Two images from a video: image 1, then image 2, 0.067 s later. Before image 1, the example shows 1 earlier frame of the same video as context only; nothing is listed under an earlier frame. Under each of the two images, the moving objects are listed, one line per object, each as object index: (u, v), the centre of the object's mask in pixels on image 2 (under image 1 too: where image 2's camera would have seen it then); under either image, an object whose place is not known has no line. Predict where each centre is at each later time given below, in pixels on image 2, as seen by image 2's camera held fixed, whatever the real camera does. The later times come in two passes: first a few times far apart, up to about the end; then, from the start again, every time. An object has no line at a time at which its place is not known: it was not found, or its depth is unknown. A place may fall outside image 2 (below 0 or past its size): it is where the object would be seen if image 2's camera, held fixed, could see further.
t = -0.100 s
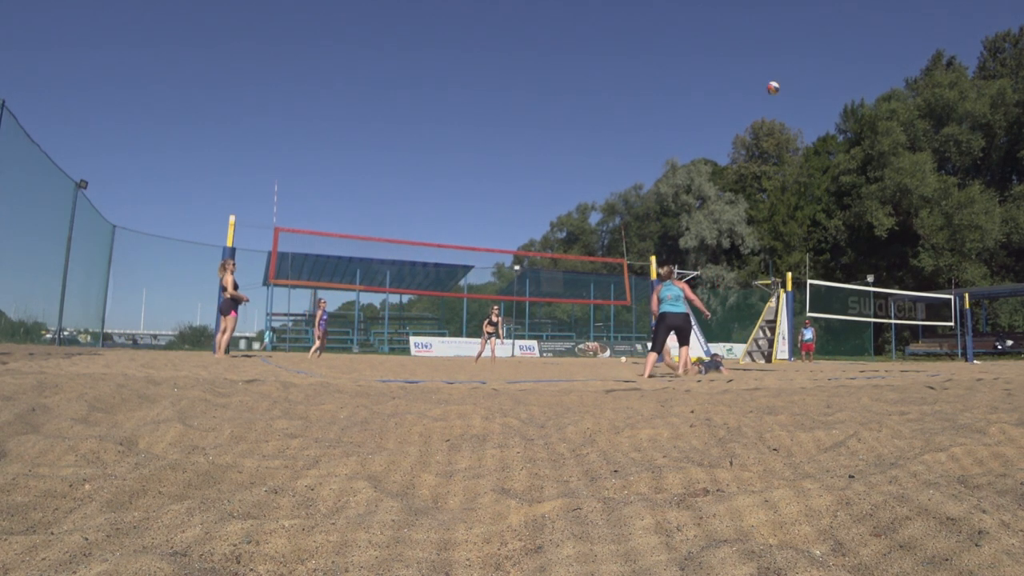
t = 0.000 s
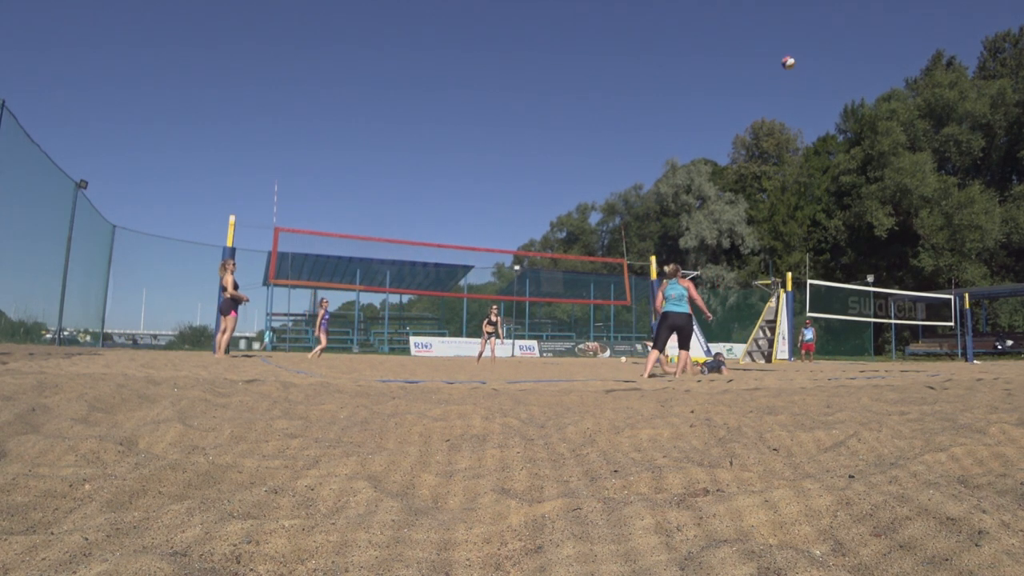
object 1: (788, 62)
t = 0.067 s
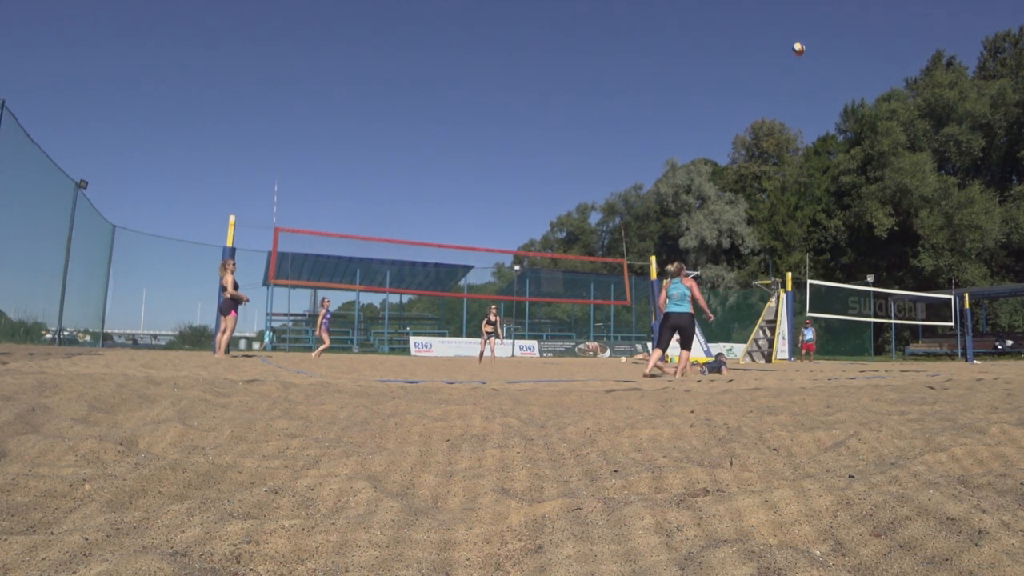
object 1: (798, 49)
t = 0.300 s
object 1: (836, 19)
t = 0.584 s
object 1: (885, 20)
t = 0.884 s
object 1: (944, 67)
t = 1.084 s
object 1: (987, 130)
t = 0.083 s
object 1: (801, 45)
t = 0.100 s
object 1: (804, 43)
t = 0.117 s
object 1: (806, 40)
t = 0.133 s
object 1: (809, 37)
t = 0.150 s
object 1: (811, 35)
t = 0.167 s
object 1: (814, 32)
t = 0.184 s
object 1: (817, 30)
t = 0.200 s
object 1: (819, 28)
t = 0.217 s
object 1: (822, 27)
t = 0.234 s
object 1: (825, 25)
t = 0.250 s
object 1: (827, 23)
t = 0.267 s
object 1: (830, 21)
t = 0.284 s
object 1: (833, 20)
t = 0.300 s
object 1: (836, 19)
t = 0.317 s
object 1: (838, 18)
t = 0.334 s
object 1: (841, 17)
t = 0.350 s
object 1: (844, 16)
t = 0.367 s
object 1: (847, 15)
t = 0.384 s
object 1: (849, 15)
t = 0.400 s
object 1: (852, 14)
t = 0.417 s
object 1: (855, 14)
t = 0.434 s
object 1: (858, 14)
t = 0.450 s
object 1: (861, 14)
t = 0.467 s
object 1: (864, 14)
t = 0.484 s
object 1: (867, 15)
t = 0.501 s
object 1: (870, 15)
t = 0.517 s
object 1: (873, 16)
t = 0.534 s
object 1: (876, 16)
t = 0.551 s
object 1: (879, 18)
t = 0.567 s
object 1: (882, 19)
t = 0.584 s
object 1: (885, 20)
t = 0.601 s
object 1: (888, 21)
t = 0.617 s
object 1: (891, 23)
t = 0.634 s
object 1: (894, 24)
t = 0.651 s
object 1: (898, 26)
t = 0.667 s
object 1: (901, 28)
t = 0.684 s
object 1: (904, 30)
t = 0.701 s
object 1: (907, 33)
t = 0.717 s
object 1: (910, 35)
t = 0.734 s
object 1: (914, 38)
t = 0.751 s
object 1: (917, 40)
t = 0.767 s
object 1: (920, 43)
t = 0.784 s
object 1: (924, 46)
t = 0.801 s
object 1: (927, 50)
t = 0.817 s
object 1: (930, 53)
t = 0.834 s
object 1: (934, 56)
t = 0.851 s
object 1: (937, 60)
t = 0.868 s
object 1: (940, 63)
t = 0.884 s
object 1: (944, 67)
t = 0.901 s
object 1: (948, 72)
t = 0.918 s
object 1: (952, 76)
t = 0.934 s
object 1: (955, 81)
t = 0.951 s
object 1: (958, 86)
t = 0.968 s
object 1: (962, 91)
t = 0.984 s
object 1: (965, 96)
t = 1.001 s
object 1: (968, 101)
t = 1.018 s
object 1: (972, 107)
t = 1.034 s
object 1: (976, 112)
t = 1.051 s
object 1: (979, 119)
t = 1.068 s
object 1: (983, 124)
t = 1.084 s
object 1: (987, 130)
